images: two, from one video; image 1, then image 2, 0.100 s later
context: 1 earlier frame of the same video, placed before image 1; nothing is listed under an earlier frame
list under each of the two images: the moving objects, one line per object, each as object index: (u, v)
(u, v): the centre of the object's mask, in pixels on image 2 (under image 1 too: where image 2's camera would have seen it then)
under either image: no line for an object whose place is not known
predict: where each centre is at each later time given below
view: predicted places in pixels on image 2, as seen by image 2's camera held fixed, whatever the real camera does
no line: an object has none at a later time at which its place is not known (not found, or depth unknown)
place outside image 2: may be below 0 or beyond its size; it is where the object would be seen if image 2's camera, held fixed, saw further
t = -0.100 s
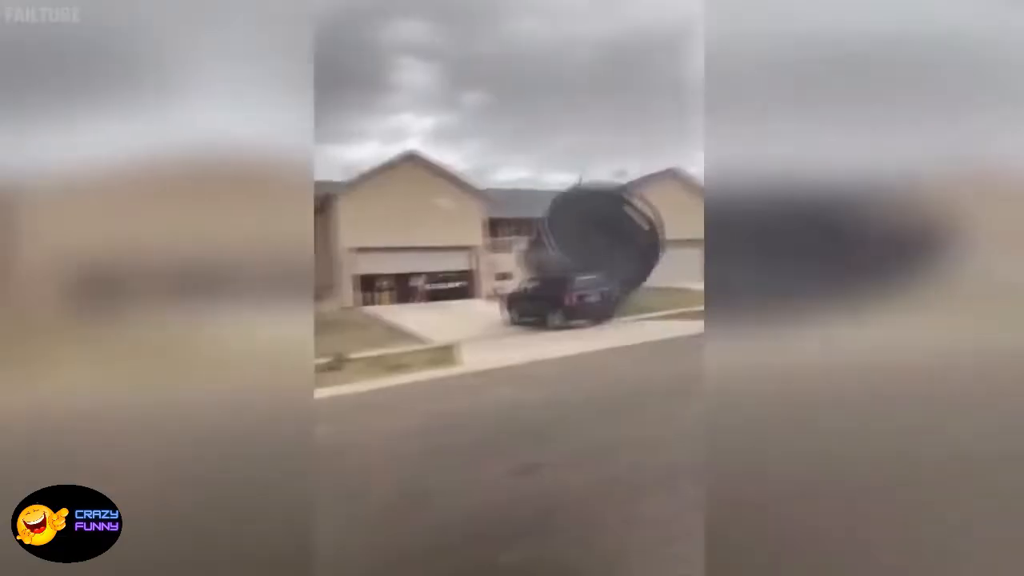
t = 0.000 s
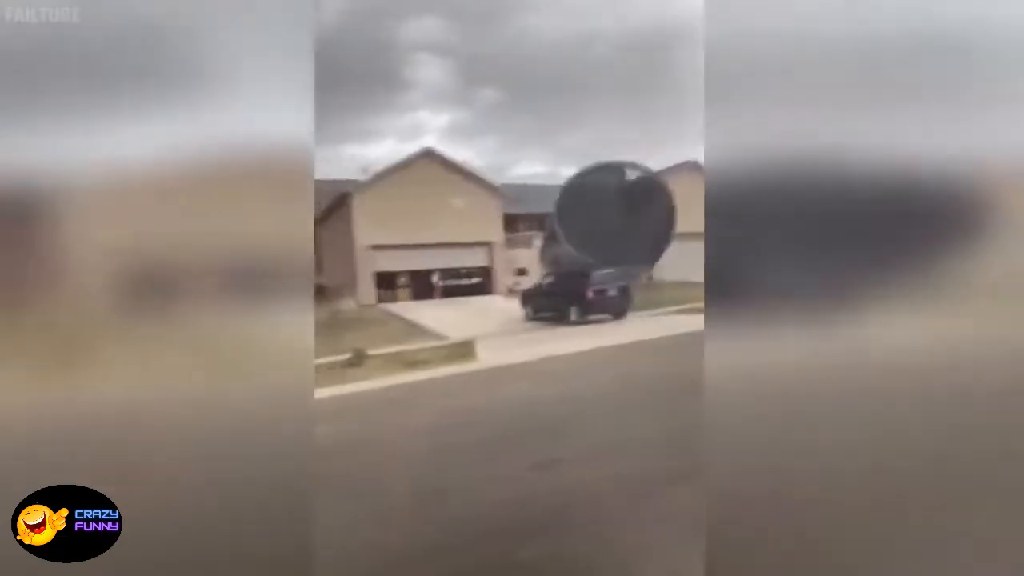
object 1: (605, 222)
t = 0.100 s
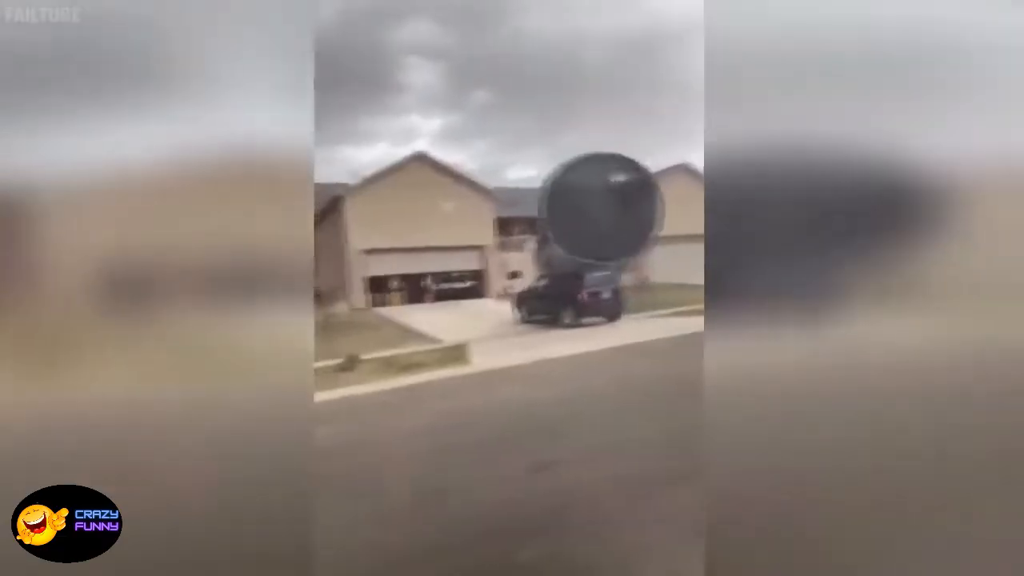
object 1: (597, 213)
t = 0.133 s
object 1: (593, 210)
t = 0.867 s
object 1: (511, 219)
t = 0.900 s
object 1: (508, 223)
